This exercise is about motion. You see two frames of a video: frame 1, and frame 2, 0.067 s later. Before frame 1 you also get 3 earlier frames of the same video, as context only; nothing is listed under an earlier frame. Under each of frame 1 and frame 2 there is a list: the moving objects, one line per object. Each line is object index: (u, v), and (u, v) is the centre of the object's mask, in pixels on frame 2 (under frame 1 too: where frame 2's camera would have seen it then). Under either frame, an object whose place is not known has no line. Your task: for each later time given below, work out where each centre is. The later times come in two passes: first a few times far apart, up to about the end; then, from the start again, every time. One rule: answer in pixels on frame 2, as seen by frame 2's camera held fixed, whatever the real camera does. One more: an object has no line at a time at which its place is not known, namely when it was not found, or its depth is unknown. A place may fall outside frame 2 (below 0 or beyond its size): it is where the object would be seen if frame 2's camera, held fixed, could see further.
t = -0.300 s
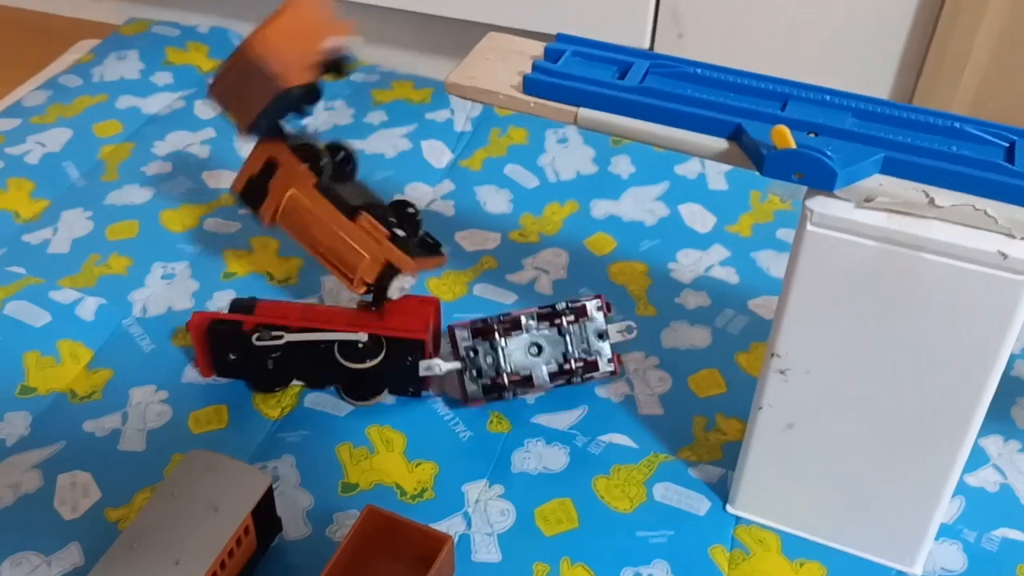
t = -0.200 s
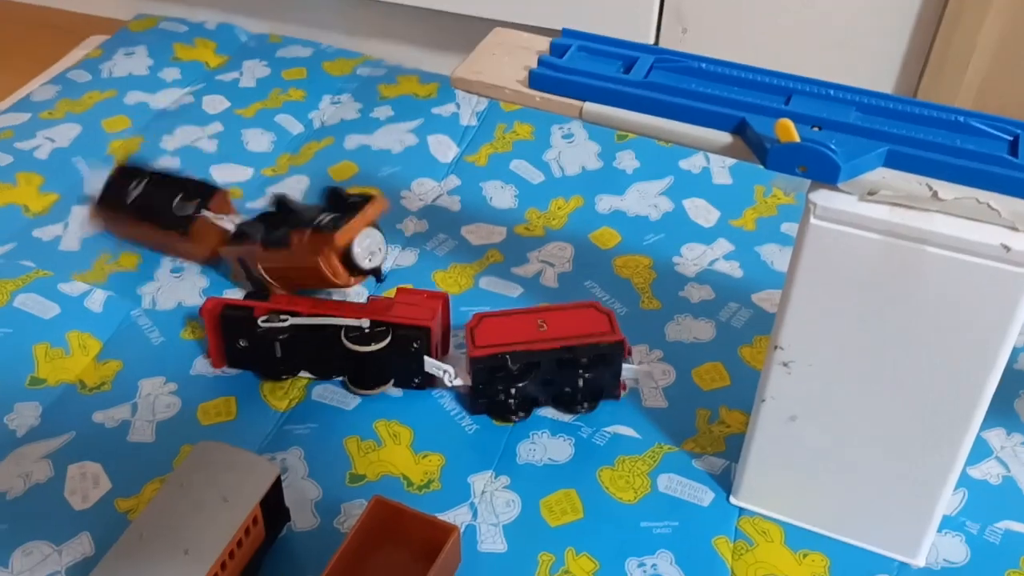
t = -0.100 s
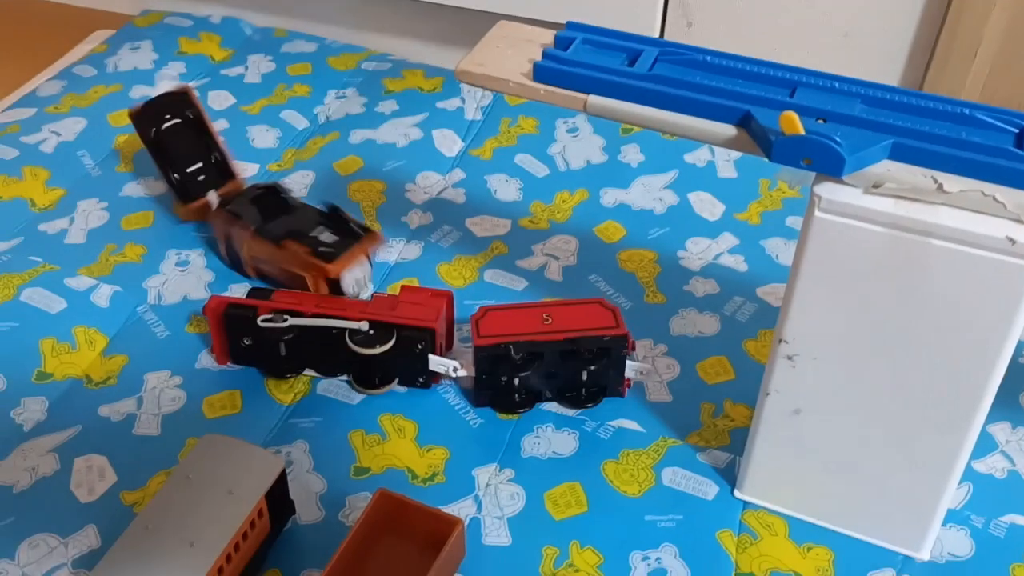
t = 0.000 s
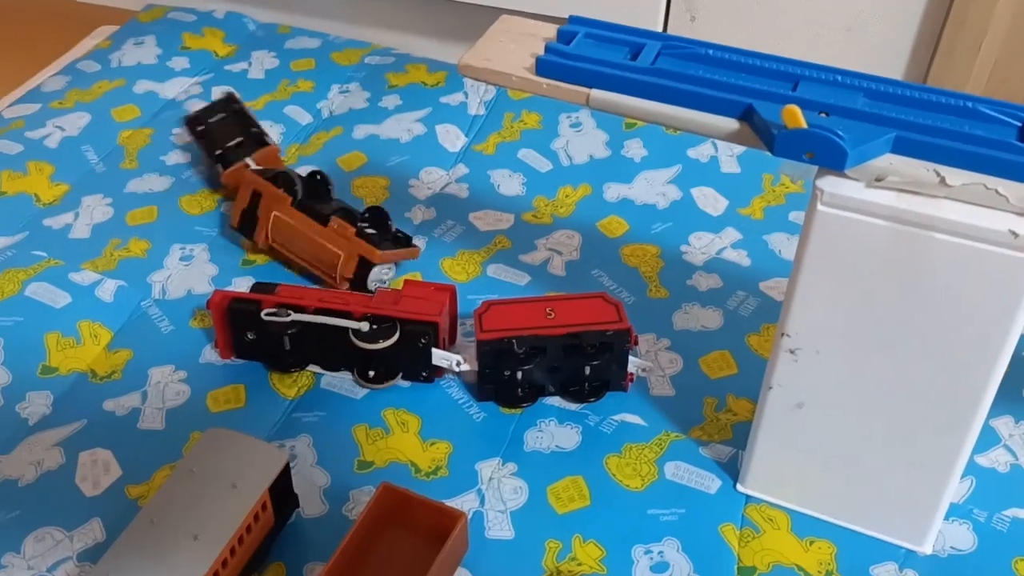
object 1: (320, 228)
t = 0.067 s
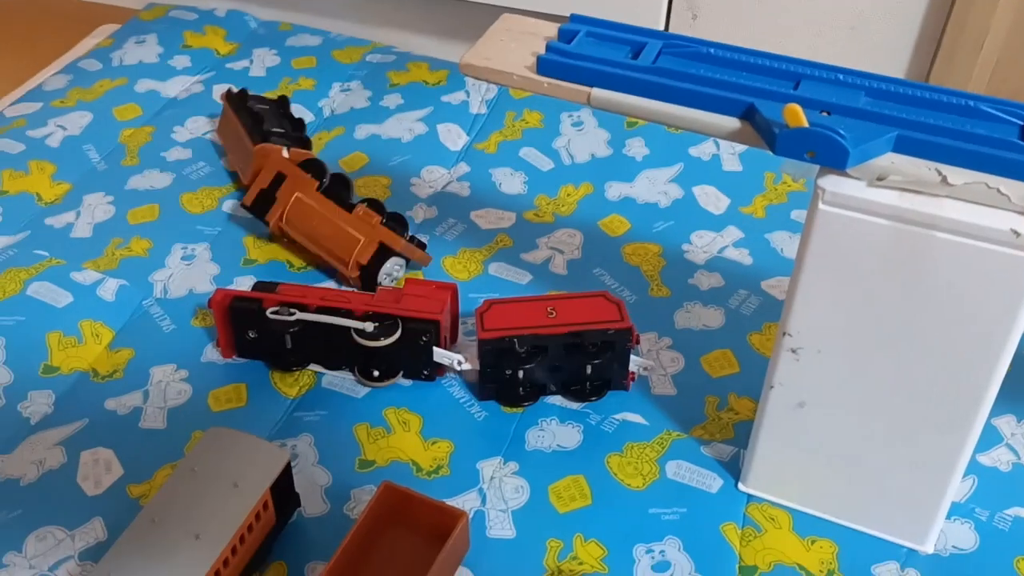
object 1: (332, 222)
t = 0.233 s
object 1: (362, 210)
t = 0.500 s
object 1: (358, 213)
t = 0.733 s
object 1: (358, 213)
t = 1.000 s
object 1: (358, 212)
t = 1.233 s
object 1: (358, 213)
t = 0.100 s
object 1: (342, 220)
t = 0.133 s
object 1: (350, 218)
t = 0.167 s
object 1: (355, 213)
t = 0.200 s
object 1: (360, 209)
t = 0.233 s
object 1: (362, 210)
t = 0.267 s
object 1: (360, 212)
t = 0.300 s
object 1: (357, 213)
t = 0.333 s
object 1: (357, 213)
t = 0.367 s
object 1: (359, 212)
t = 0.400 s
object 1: (359, 212)
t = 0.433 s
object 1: (358, 212)
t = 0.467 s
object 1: (357, 213)
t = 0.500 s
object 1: (358, 213)
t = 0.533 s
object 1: (359, 212)
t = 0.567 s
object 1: (358, 213)
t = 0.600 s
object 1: (358, 213)
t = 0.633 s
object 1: (358, 212)
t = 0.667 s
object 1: (358, 212)
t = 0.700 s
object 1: (358, 213)
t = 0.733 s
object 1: (358, 213)
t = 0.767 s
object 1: (358, 213)
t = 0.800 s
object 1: (358, 213)
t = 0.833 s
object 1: (358, 213)
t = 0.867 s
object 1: (358, 213)
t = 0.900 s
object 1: (358, 213)
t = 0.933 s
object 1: (358, 213)
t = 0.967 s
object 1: (358, 213)
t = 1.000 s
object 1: (358, 212)
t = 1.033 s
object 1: (358, 213)
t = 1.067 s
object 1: (358, 213)
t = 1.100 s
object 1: (358, 213)
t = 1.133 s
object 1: (358, 213)
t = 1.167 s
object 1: (358, 213)
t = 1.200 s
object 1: (358, 212)
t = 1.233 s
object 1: (358, 213)
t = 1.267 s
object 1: (358, 213)
